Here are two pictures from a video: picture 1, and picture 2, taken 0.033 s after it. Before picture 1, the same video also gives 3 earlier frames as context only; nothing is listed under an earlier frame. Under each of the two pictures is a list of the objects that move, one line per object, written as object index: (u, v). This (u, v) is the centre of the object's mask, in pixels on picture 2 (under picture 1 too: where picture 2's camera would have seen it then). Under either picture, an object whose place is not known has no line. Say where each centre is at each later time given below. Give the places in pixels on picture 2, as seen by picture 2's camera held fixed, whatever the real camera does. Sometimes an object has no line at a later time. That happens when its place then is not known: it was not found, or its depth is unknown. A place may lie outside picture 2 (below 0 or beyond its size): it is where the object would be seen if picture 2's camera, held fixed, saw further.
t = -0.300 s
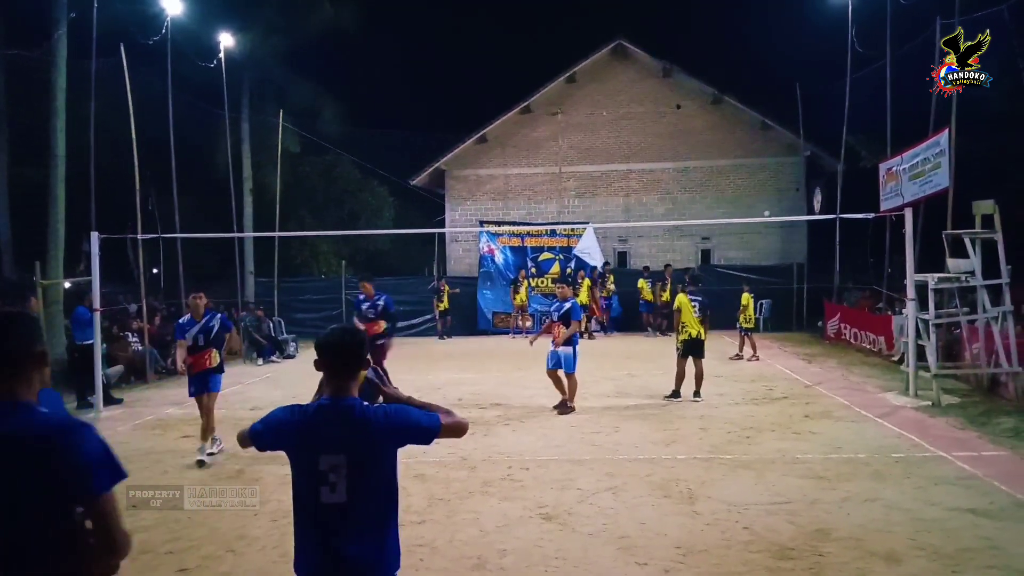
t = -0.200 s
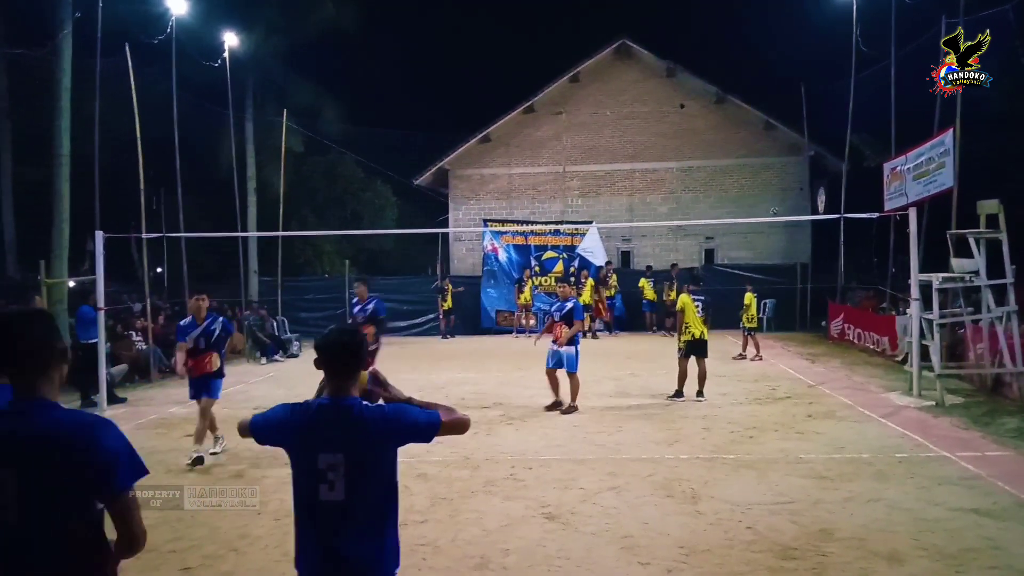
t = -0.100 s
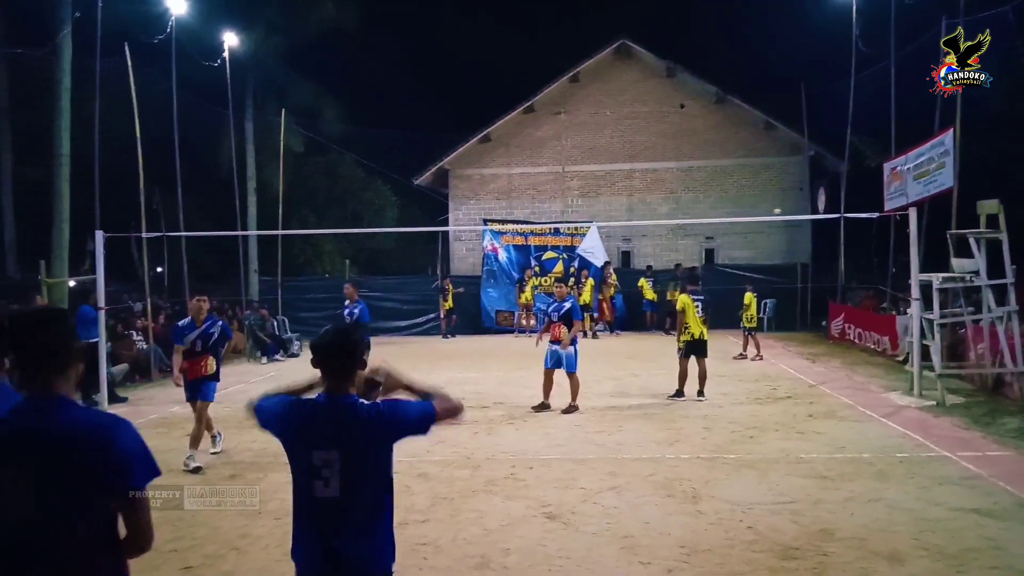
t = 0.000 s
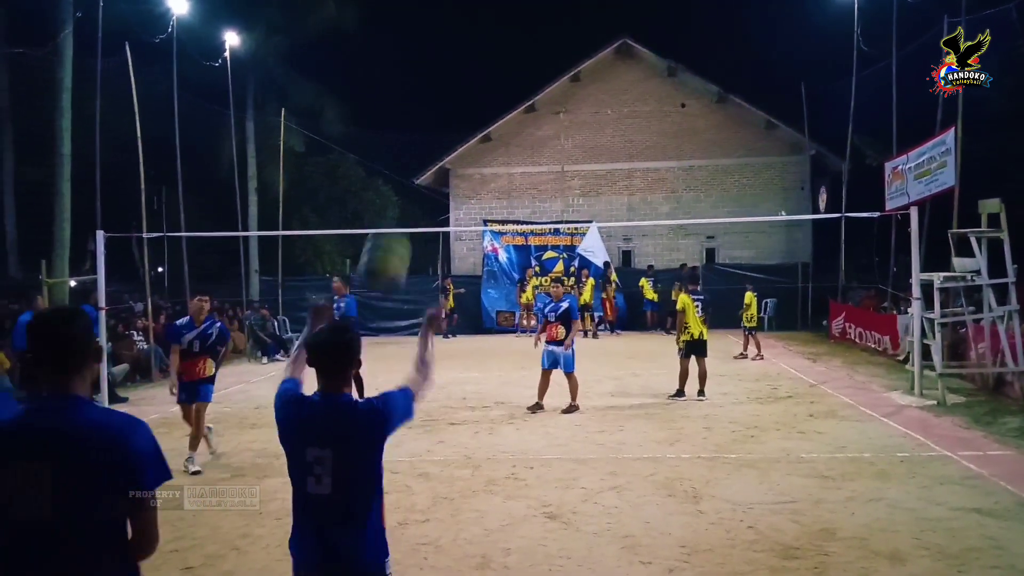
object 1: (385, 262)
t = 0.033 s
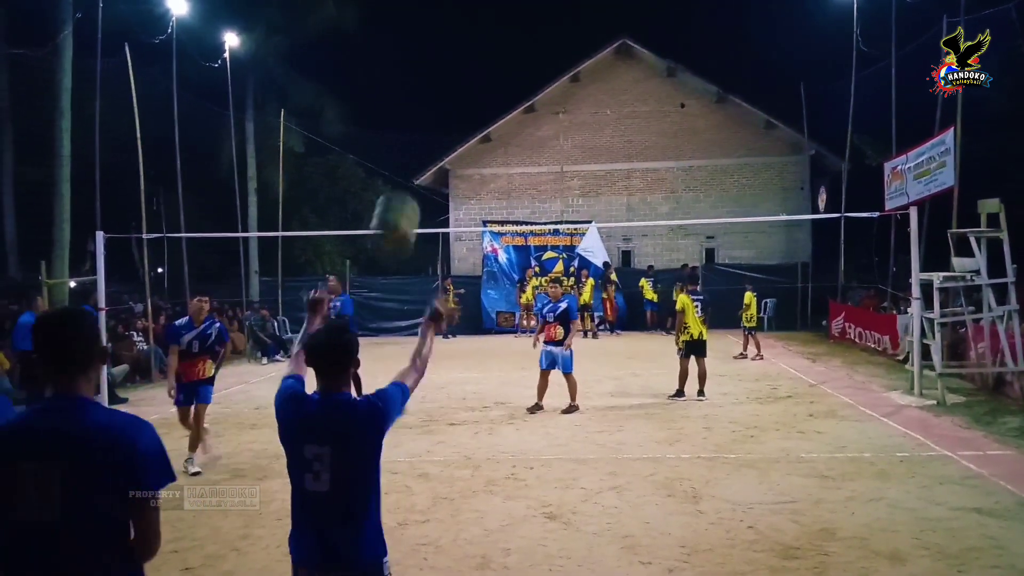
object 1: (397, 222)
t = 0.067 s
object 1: (403, 195)
